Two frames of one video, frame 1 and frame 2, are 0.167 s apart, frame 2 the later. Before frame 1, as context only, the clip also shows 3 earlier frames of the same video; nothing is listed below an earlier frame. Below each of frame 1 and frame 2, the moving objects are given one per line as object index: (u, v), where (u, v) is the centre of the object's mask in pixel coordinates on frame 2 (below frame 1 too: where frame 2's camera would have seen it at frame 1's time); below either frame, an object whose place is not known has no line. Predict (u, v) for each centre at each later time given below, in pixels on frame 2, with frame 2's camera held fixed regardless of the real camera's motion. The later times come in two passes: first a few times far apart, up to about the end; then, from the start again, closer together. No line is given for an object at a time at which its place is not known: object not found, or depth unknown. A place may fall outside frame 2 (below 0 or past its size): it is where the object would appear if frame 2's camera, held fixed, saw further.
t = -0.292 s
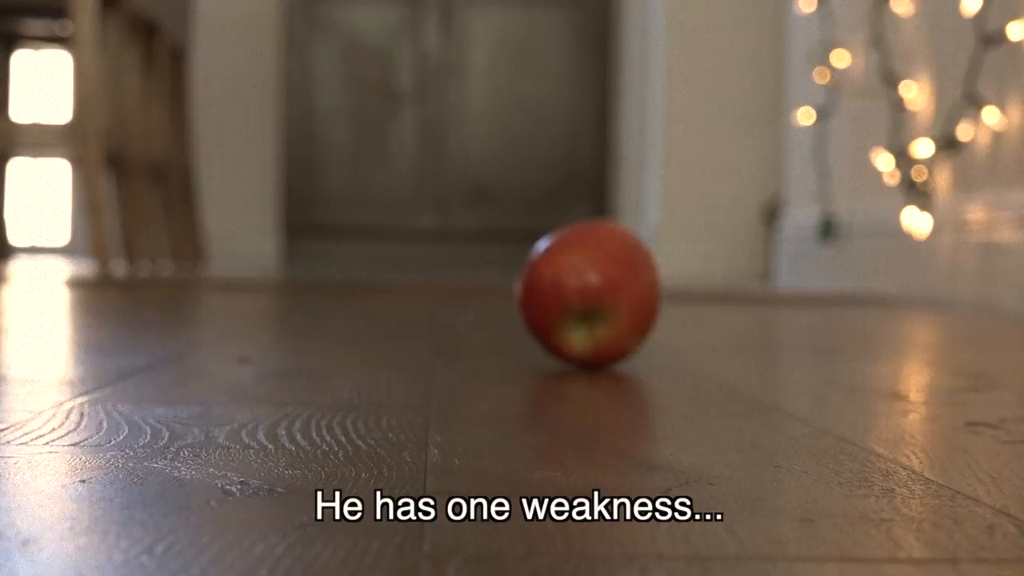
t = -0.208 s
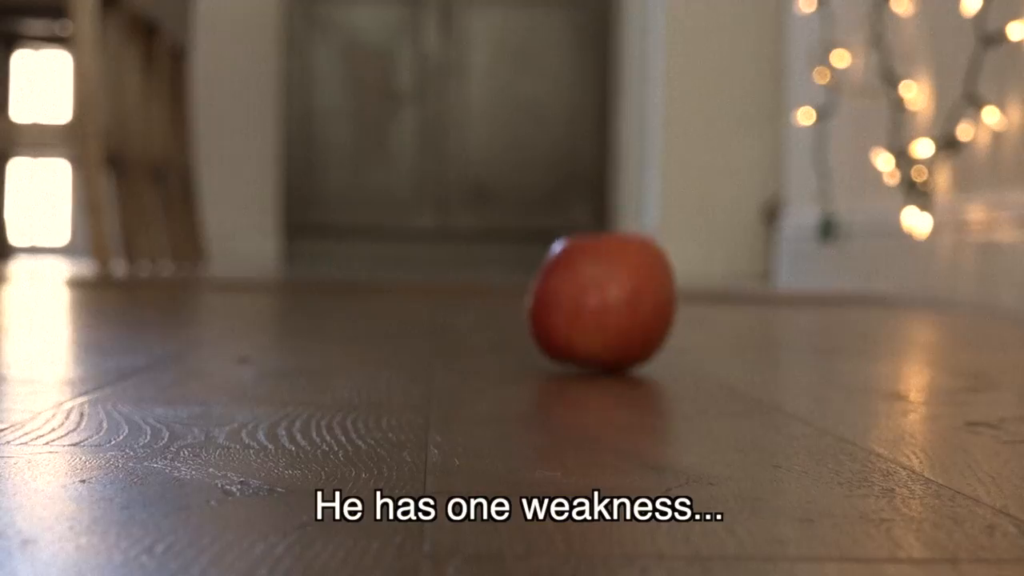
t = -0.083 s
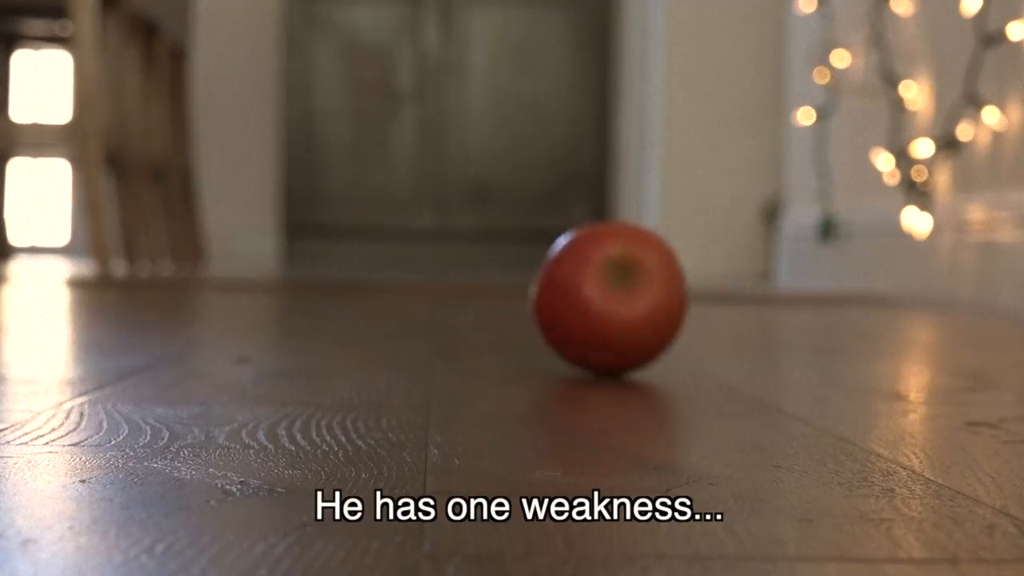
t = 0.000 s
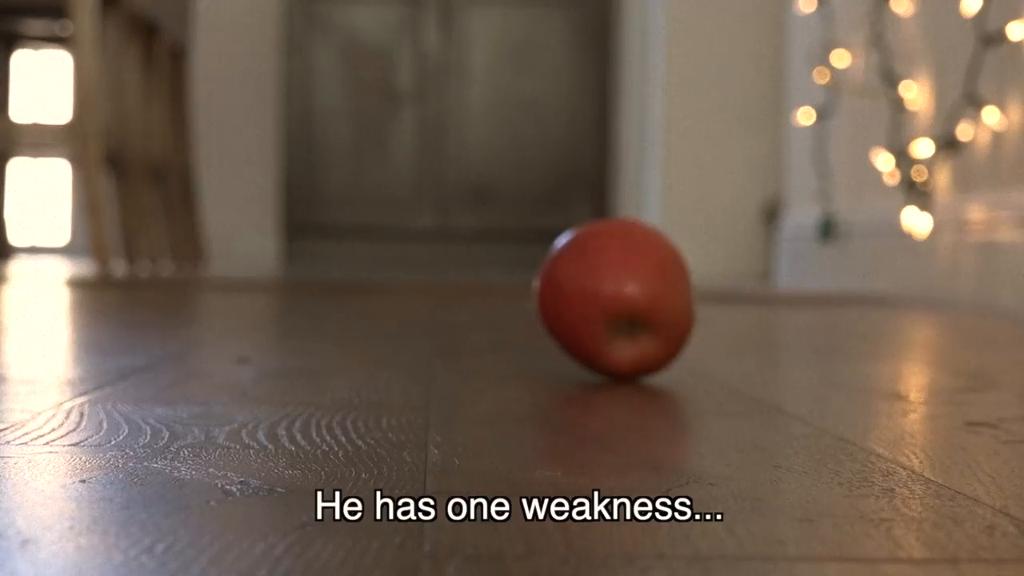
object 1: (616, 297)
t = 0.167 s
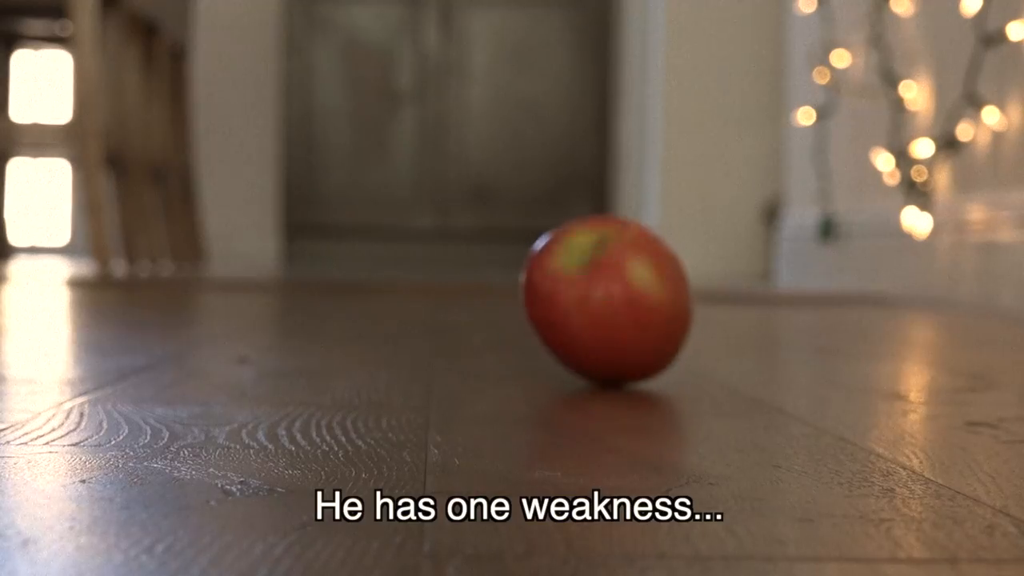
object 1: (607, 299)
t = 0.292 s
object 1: (604, 302)
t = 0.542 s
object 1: (571, 302)
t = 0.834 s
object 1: (520, 314)
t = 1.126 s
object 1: (425, 308)
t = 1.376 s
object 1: (309, 317)
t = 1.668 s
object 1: (301, 320)
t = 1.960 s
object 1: (271, 321)
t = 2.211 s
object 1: (273, 323)
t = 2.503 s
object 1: (279, 324)
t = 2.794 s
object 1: (269, 322)
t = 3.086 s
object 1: (267, 321)
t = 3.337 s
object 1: (273, 324)
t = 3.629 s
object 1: (270, 323)
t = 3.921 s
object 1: (269, 322)
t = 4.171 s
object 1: (269, 322)
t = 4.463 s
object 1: (270, 323)
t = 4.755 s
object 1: (270, 323)
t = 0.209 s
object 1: (606, 300)
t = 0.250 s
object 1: (605, 301)
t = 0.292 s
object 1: (604, 302)
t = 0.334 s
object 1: (604, 299)
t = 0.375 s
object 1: (603, 300)
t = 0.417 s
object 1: (599, 305)
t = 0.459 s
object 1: (589, 306)
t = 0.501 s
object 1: (579, 302)
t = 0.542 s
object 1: (571, 302)
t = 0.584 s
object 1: (566, 304)
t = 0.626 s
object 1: (562, 306)
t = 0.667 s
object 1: (560, 307)
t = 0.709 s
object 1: (554, 306)
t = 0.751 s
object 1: (547, 304)
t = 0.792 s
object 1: (536, 306)
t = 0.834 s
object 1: (520, 314)
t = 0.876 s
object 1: (506, 312)
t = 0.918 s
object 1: (495, 307)
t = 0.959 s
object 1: (485, 307)
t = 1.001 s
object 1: (471, 308)
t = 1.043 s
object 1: (455, 309)
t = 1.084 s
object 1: (440, 309)
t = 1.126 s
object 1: (425, 308)
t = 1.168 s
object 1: (411, 307)
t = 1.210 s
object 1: (397, 306)
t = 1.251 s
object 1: (381, 306)
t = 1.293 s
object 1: (360, 310)
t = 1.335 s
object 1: (330, 315)
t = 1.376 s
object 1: (309, 317)
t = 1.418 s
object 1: (299, 318)
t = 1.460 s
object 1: (301, 319)
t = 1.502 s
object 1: (310, 320)
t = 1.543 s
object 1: (318, 318)
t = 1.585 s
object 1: (318, 318)
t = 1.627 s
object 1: (310, 319)
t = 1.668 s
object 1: (301, 320)
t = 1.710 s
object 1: (295, 322)
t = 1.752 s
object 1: (286, 323)
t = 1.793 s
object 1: (273, 319)
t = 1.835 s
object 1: (269, 317)
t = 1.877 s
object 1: (267, 316)
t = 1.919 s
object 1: (269, 318)
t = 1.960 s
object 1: (271, 321)
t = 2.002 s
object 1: (276, 324)
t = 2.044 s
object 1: (282, 323)
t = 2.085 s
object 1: (285, 322)
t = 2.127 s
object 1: (285, 322)
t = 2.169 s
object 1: (280, 324)
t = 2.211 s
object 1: (273, 323)
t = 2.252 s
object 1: (268, 320)
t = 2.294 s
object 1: (267, 319)
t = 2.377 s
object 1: (268, 319)
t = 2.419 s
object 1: (270, 322)
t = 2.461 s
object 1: (274, 324)
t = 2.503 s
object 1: (279, 324)
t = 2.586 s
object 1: (275, 324)
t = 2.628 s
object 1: (271, 323)
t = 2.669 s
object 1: (267, 321)
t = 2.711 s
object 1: (267, 320)
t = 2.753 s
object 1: (267, 321)
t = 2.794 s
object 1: (269, 322)
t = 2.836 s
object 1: (272, 324)
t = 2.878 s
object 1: (275, 324)
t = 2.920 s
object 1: (276, 324)
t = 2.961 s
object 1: (273, 324)
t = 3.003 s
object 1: (271, 323)
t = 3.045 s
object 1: (268, 322)
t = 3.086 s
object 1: (267, 321)
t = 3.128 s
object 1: (267, 322)
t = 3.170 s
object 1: (270, 323)
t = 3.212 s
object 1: (272, 323)
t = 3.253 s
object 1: (273, 324)
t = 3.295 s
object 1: (274, 324)
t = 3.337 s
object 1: (273, 324)
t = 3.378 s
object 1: (272, 323)
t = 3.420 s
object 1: (270, 323)
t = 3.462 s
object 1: (268, 322)
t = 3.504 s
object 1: (267, 322)
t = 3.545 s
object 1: (267, 322)
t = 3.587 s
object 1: (269, 322)
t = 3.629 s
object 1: (270, 323)
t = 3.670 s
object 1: (271, 323)
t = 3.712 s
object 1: (272, 323)
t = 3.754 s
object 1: (272, 323)
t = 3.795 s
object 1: (271, 323)
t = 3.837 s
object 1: (271, 323)
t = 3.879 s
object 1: (270, 323)
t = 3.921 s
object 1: (269, 322)
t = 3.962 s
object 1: (269, 322)
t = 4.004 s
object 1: (269, 322)
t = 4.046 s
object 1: (269, 322)
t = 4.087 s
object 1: (269, 322)
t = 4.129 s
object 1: (269, 322)
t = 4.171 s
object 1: (269, 322)
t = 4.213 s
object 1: (269, 322)
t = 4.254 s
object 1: (269, 322)
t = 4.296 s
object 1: (270, 322)
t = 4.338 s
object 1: (270, 322)
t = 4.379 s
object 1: (270, 323)
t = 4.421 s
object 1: (270, 323)
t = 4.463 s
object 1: (270, 323)
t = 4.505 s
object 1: (270, 323)
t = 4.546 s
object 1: (270, 323)
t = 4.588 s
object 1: (270, 323)
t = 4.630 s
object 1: (270, 322)
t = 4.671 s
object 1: (270, 322)
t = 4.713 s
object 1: (270, 323)
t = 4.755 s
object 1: (270, 323)
